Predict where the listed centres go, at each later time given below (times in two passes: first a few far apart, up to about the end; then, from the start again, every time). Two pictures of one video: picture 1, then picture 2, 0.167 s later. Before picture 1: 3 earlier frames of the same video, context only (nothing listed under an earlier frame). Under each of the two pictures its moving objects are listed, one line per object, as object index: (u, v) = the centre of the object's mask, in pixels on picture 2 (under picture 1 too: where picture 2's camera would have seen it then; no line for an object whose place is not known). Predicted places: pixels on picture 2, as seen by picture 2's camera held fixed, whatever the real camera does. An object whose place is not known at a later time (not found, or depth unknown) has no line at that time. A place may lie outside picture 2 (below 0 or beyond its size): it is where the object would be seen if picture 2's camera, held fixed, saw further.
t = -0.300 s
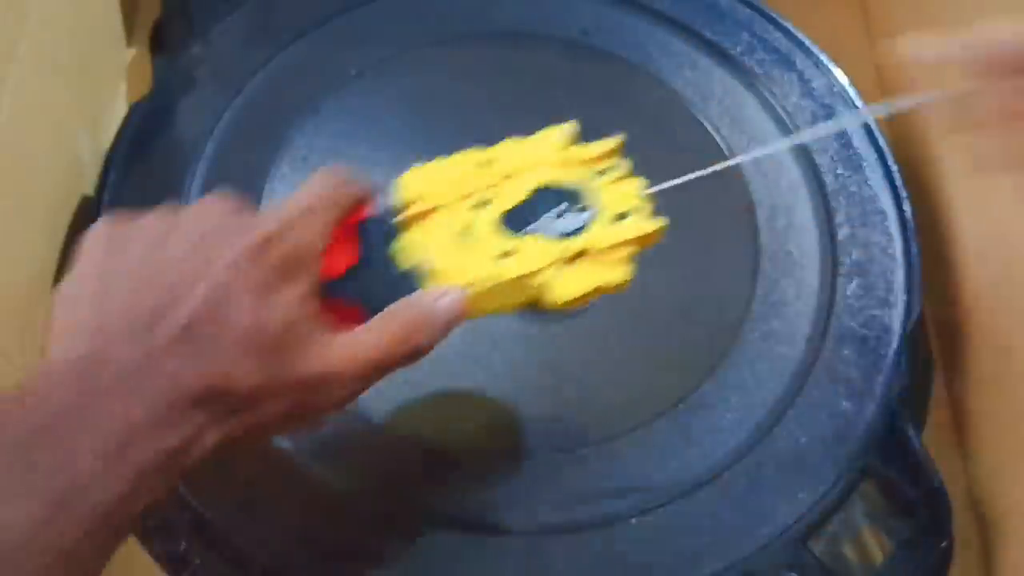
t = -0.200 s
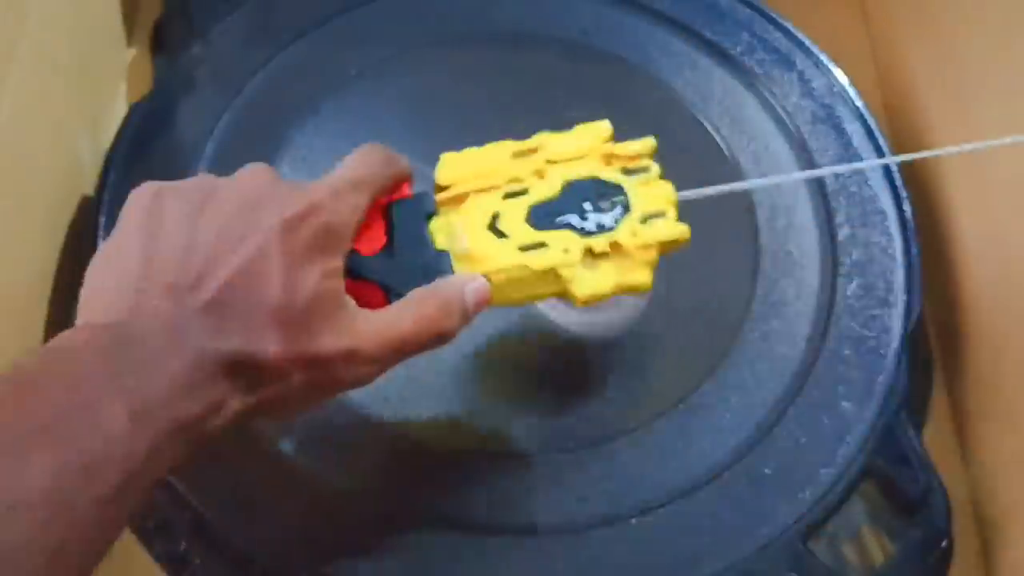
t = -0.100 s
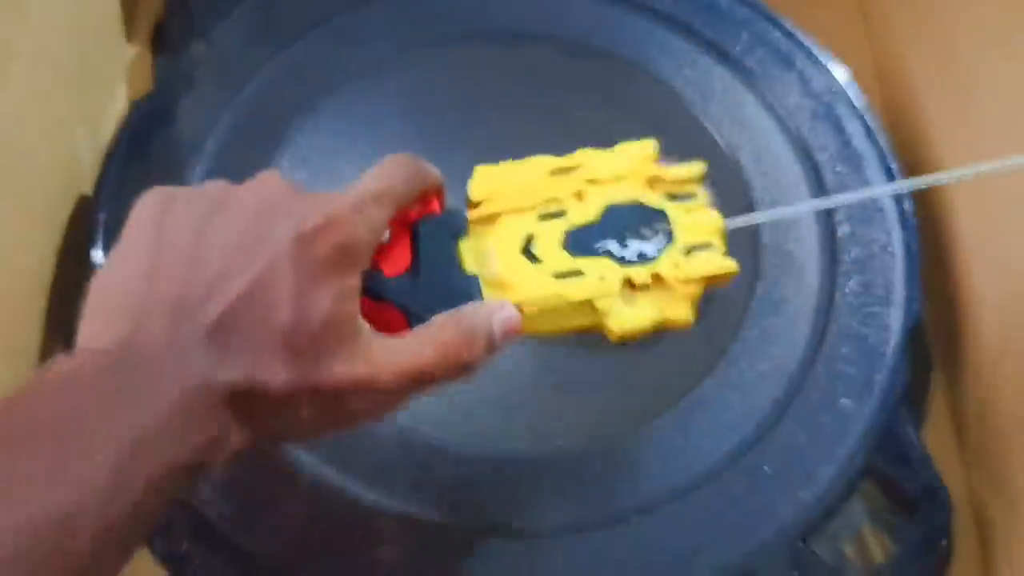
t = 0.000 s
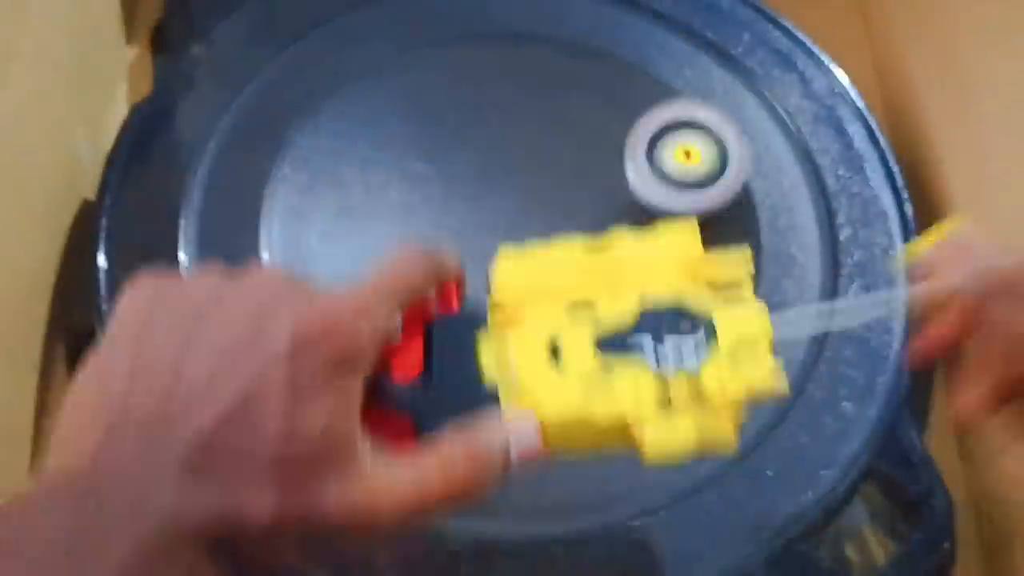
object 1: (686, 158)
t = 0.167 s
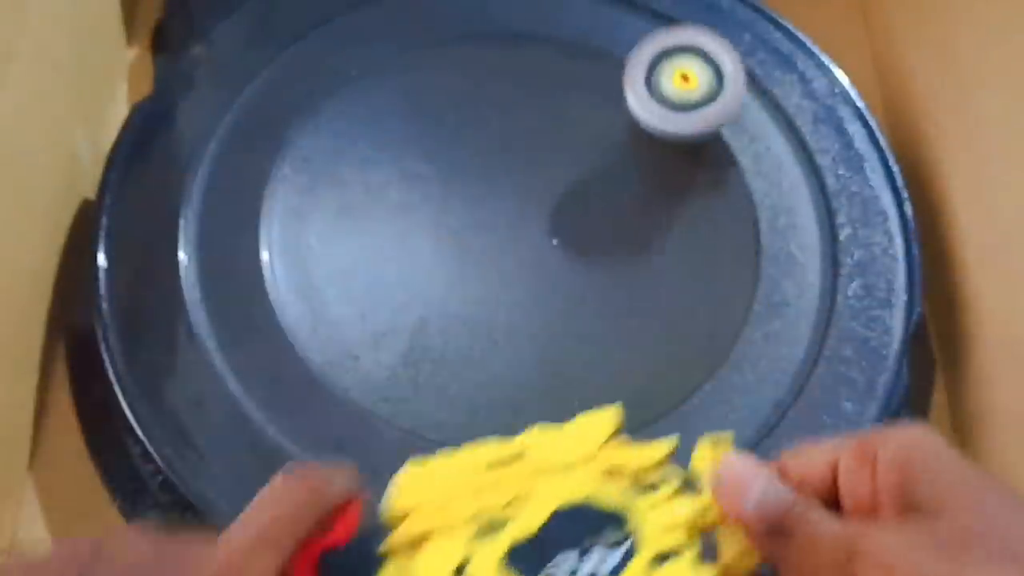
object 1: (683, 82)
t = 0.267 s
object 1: (652, 62)
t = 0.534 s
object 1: (535, 112)
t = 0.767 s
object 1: (507, 272)
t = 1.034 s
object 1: (669, 318)
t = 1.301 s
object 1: (666, 246)
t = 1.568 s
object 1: (513, 199)
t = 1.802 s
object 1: (425, 284)
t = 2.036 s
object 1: (464, 319)
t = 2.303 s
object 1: (527, 264)
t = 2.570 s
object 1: (474, 169)
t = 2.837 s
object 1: (416, 181)
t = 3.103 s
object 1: (473, 211)
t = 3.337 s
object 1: (533, 175)
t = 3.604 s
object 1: (525, 131)
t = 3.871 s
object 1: (507, 172)
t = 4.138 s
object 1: (566, 222)
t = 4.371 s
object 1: (605, 208)
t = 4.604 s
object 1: (568, 197)
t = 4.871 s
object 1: (517, 247)
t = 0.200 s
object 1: (675, 73)
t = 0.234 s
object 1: (664, 66)
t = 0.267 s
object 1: (652, 62)
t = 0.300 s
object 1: (640, 60)
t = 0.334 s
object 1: (629, 61)
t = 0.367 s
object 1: (617, 63)
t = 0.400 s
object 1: (603, 69)
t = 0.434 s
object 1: (587, 76)
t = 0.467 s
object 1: (570, 85)
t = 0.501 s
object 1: (552, 97)
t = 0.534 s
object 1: (535, 112)
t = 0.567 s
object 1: (519, 131)
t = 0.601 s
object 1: (505, 150)
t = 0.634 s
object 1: (495, 173)
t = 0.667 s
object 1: (489, 198)
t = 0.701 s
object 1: (489, 224)
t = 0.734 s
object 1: (496, 250)
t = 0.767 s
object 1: (507, 272)
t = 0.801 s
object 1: (525, 292)
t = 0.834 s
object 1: (547, 307)
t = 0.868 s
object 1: (572, 317)
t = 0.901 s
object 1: (597, 323)
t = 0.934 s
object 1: (619, 326)
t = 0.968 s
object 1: (639, 326)
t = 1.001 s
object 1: (656, 323)
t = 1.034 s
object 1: (669, 318)
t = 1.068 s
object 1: (680, 311)
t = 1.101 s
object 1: (687, 302)
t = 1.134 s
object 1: (689, 293)
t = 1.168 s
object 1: (688, 284)
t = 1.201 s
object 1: (684, 274)
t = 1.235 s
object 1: (680, 266)
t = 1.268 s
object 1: (674, 256)
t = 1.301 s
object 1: (666, 246)
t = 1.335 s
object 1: (655, 236)
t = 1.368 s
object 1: (641, 226)
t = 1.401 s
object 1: (625, 216)
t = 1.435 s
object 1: (605, 208)
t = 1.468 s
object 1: (584, 201)
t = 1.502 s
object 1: (561, 197)
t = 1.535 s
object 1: (537, 196)
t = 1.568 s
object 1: (513, 199)
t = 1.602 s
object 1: (490, 206)
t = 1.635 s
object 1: (470, 214)
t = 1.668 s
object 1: (452, 226)
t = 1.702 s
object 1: (439, 240)
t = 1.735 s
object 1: (430, 255)
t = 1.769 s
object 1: (426, 270)
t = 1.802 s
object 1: (425, 284)
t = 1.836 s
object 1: (426, 294)
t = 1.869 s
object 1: (430, 302)
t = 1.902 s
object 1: (436, 310)
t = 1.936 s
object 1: (442, 314)
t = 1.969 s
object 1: (450, 318)
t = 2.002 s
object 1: (457, 319)
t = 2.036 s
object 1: (464, 319)
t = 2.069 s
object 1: (473, 318)
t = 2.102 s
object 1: (482, 316)
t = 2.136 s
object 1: (492, 312)
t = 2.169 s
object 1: (501, 307)
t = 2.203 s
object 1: (510, 299)
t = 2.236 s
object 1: (517, 289)
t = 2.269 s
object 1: (523, 277)
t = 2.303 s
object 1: (527, 264)
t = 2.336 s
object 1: (529, 251)
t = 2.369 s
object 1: (528, 237)
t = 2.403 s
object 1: (524, 223)
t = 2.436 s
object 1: (517, 210)
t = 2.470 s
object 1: (509, 196)
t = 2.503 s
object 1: (498, 185)
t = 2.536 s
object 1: (486, 176)
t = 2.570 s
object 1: (474, 169)
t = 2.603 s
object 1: (463, 164)
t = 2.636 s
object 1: (451, 162)
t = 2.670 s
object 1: (440, 161)
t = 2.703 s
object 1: (430, 163)
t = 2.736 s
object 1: (423, 166)
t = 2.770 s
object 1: (419, 170)
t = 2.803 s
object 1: (417, 175)
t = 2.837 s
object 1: (416, 181)
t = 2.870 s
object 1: (417, 187)
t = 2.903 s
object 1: (420, 192)
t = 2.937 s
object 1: (426, 198)
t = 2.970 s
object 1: (433, 204)
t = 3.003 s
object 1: (442, 208)
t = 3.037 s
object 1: (452, 210)
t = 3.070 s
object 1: (462, 211)
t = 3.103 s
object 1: (473, 211)
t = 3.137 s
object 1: (483, 209)
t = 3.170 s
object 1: (494, 205)
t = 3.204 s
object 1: (503, 202)
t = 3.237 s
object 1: (512, 196)
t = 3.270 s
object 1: (520, 189)
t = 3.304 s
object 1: (527, 182)
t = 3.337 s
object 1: (533, 175)
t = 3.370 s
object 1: (536, 166)
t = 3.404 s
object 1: (538, 159)
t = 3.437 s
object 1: (539, 151)
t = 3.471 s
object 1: (538, 144)
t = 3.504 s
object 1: (535, 139)
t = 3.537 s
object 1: (532, 135)
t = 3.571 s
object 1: (529, 133)
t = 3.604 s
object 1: (525, 131)
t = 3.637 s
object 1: (522, 131)
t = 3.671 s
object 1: (517, 132)
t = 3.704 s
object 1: (513, 135)
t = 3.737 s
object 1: (509, 140)
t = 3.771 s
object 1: (506, 147)
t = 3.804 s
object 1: (505, 155)
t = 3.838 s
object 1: (505, 163)
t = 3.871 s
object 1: (507, 172)
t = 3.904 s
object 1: (511, 179)
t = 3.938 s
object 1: (516, 188)
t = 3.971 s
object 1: (523, 196)
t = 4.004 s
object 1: (530, 204)
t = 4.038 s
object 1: (539, 210)
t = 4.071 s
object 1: (547, 216)
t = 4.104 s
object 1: (557, 220)
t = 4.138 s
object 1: (566, 222)
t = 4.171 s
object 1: (575, 223)
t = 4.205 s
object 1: (584, 222)
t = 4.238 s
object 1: (590, 221)
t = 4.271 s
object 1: (597, 219)
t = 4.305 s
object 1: (601, 215)
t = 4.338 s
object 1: (604, 212)
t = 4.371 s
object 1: (605, 208)
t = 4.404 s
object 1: (605, 204)
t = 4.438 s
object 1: (603, 200)
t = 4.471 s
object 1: (599, 197)
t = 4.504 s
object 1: (593, 195)
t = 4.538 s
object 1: (585, 194)
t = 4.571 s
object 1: (577, 195)
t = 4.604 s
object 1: (568, 197)
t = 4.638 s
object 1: (560, 200)
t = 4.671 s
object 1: (552, 205)
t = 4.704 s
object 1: (543, 210)
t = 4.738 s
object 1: (536, 217)
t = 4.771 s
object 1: (530, 224)
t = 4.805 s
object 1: (525, 232)
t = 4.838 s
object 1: (521, 239)
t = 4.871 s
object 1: (517, 247)
